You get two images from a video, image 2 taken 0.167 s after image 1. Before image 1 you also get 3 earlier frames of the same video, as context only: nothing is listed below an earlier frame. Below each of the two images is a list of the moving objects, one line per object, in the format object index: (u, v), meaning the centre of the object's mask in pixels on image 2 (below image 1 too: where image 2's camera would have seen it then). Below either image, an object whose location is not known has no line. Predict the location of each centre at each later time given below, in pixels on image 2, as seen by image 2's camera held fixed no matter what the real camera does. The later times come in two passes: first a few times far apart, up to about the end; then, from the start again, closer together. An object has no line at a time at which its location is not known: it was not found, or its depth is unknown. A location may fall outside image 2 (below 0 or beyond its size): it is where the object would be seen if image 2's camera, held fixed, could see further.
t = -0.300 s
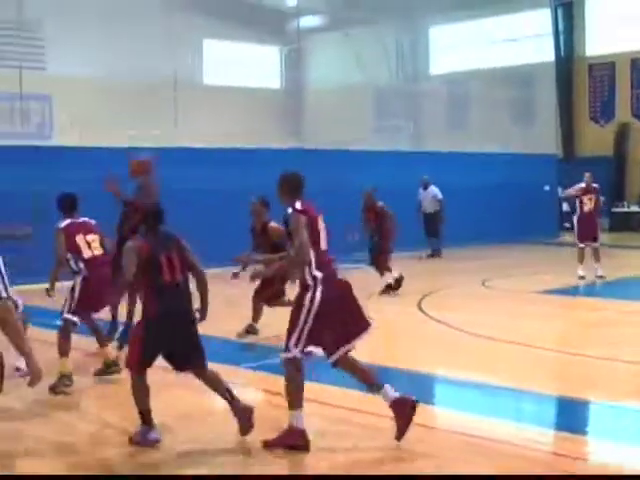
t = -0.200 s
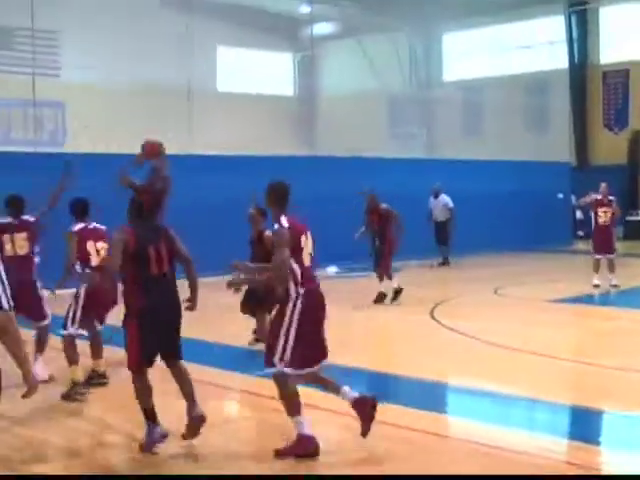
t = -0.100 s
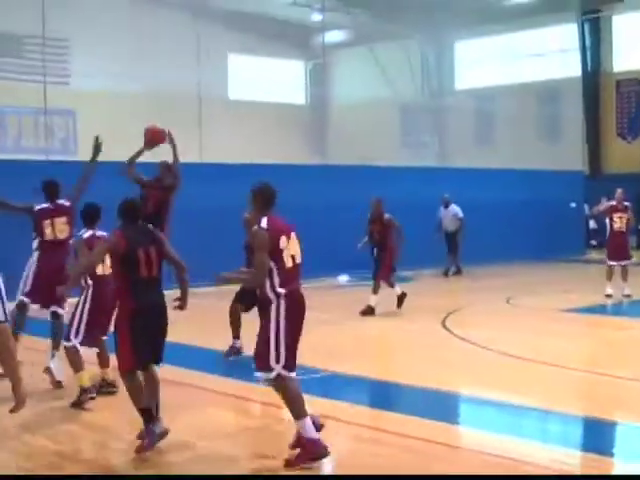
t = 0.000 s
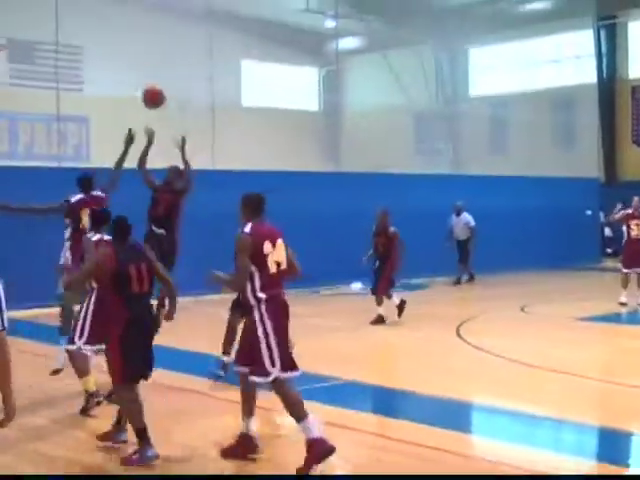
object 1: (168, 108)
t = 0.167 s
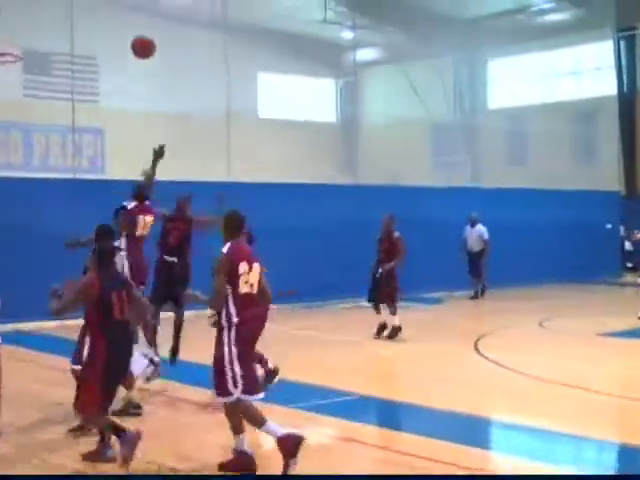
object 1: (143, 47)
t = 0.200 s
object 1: (137, 37)
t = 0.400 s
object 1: (105, 2)
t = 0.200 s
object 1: (137, 37)
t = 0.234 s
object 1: (132, 30)
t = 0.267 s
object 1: (127, 21)
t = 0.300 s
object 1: (122, 15)
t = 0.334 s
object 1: (116, 10)
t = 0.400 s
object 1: (105, 2)
